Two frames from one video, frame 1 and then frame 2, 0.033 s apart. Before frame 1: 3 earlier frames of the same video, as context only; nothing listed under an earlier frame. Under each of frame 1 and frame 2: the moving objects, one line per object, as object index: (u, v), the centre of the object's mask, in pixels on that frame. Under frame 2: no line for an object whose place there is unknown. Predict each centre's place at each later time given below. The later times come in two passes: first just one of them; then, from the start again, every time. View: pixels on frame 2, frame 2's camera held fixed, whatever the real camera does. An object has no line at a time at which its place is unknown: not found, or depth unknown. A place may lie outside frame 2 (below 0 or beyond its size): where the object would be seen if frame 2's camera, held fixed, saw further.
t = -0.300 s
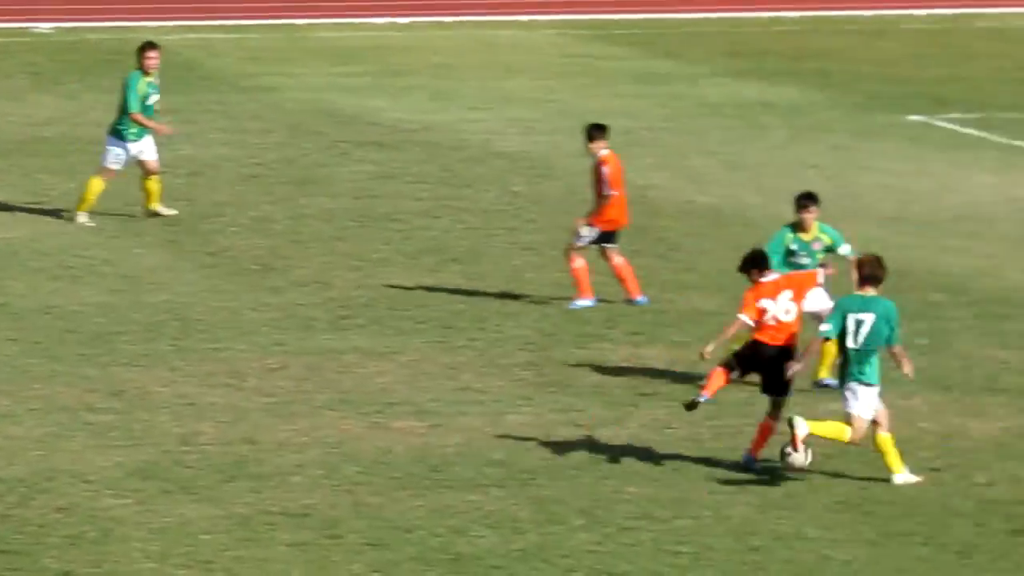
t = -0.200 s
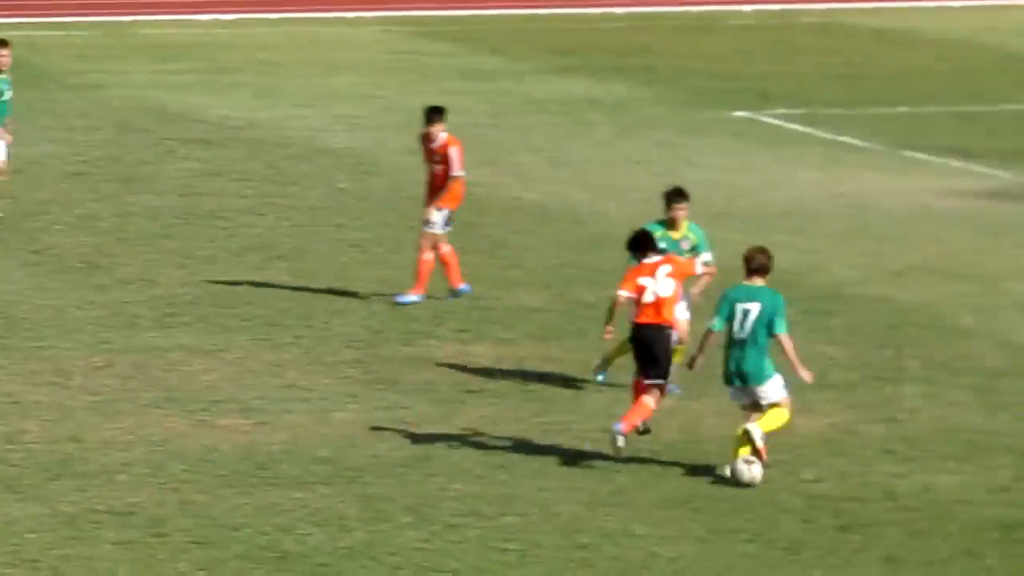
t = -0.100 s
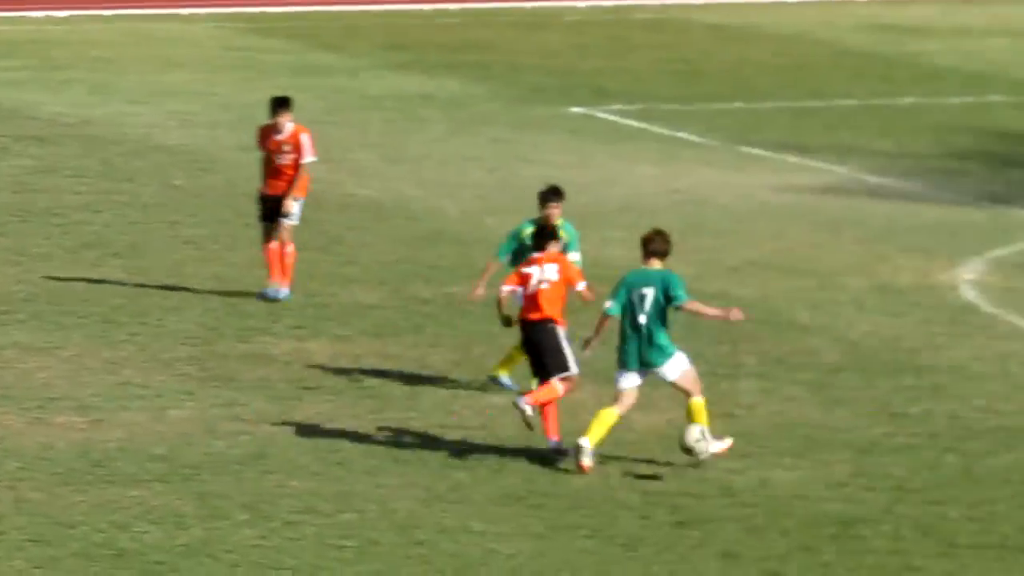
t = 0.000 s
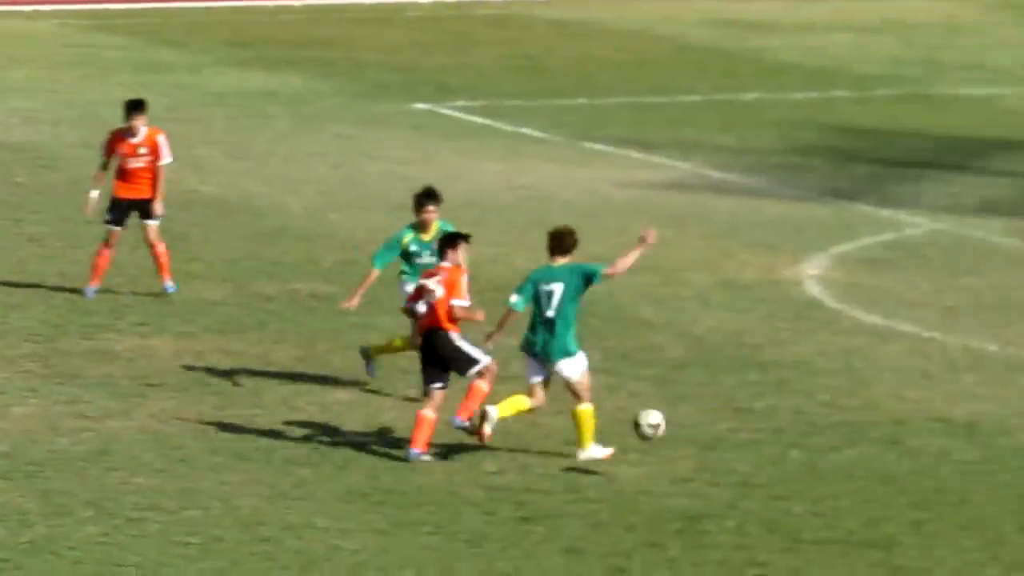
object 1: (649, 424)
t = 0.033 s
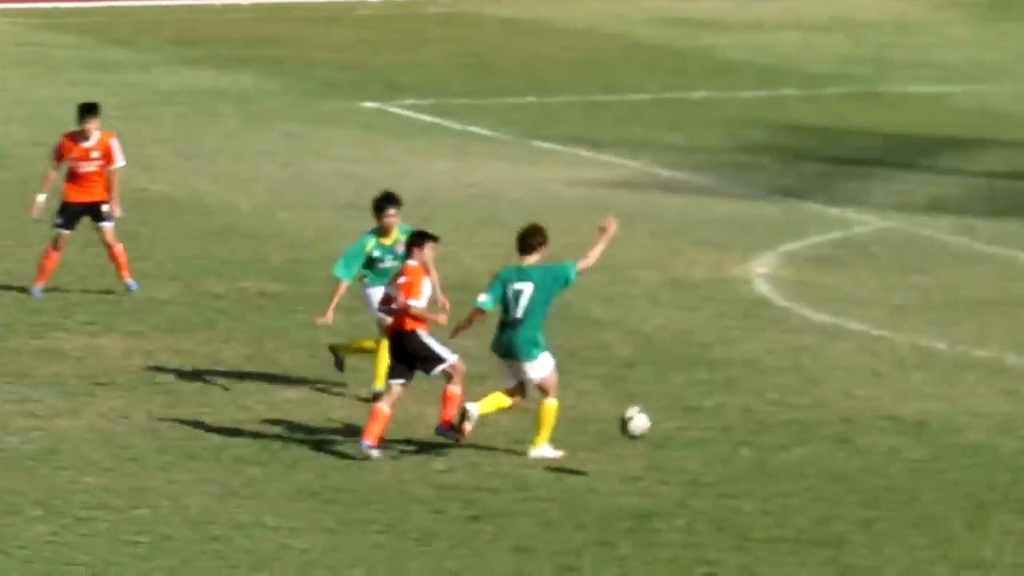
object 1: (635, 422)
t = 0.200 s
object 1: (809, 445)
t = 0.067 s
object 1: (670, 423)
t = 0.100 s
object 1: (704, 426)
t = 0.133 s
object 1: (739, 431)
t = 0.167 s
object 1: (775, 437)
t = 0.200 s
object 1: (809, 445)
